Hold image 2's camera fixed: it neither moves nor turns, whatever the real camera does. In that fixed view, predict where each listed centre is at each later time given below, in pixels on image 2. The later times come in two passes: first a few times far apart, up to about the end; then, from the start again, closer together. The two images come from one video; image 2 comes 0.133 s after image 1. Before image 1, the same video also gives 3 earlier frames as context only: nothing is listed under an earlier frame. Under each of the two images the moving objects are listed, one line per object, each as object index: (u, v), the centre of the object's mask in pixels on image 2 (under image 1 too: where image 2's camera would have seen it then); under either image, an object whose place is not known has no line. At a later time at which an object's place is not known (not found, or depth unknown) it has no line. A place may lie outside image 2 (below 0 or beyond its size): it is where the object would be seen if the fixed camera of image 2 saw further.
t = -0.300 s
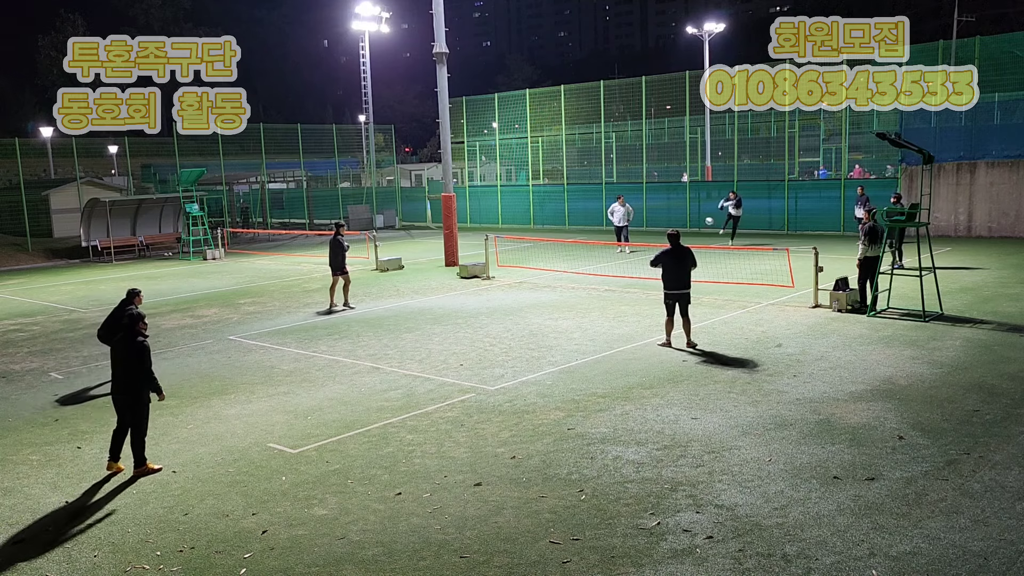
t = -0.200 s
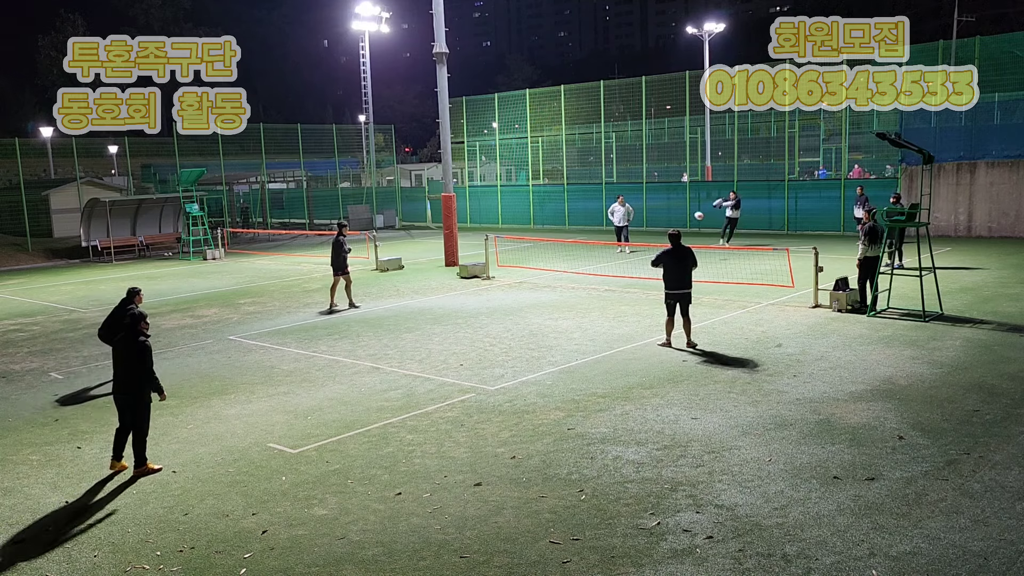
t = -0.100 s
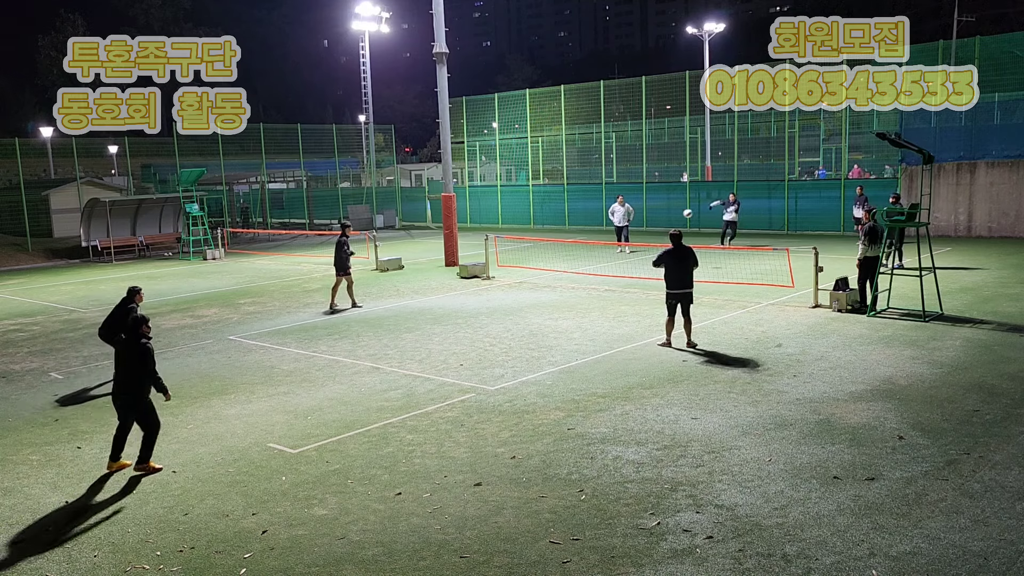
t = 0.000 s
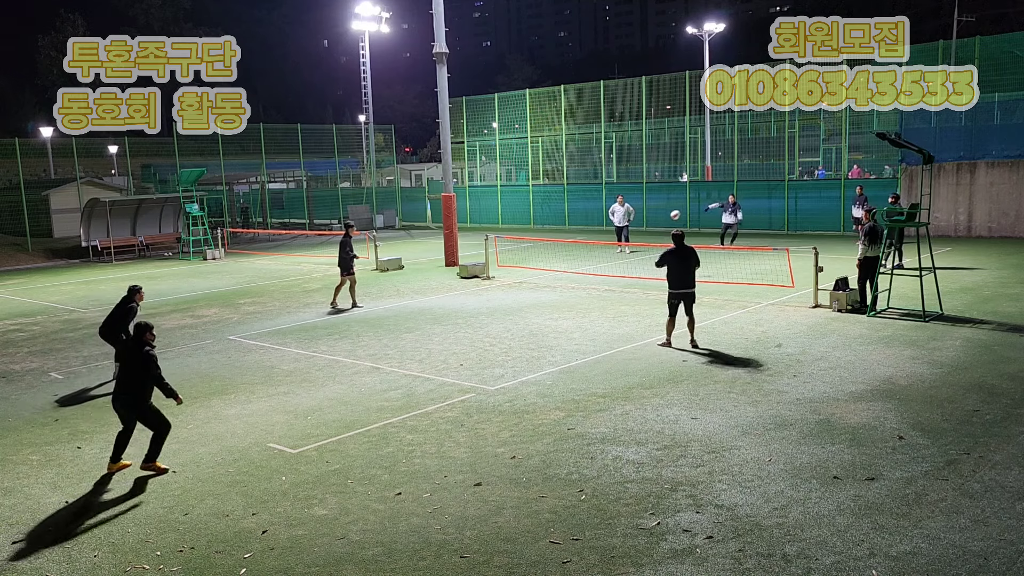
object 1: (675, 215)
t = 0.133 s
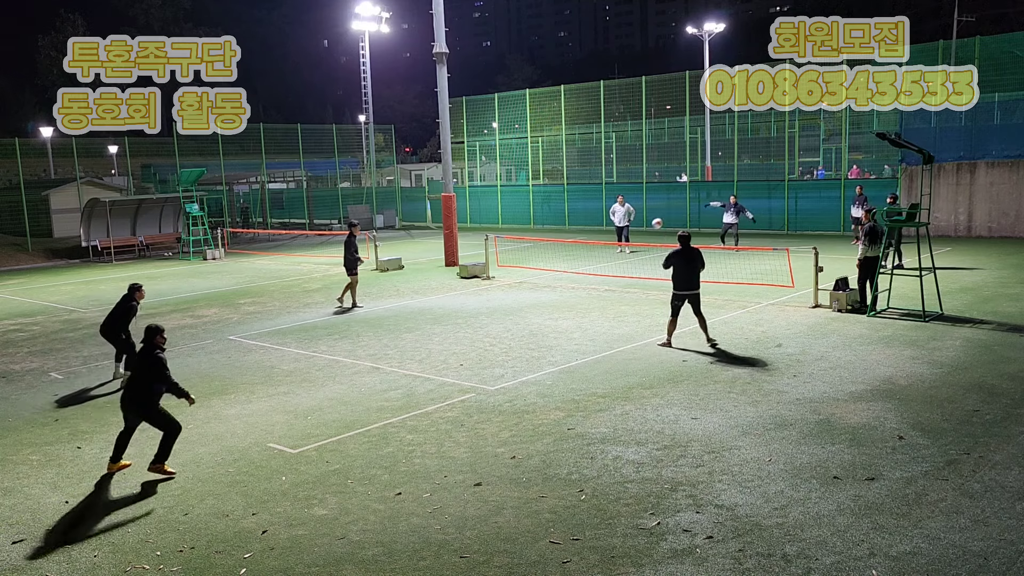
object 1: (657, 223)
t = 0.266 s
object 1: (636, 242)
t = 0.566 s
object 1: (573, 335)
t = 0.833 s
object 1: (512, 314)
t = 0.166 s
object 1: (652, 227)
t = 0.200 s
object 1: (647, 232)
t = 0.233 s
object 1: (642, 236)
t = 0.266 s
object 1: (636, 242)
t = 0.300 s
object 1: (630, 250)
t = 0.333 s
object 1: (624, 258)
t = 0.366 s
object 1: (618, 266)
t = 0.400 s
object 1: (611, 275)
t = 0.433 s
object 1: (605, 287)
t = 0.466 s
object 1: (598, 298)
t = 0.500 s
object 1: (590, 312)
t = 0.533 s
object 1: (582, 327)
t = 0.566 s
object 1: (573, 335)
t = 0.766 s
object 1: (529, 315)
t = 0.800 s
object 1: (521, 314)
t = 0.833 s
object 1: (512, 314)
